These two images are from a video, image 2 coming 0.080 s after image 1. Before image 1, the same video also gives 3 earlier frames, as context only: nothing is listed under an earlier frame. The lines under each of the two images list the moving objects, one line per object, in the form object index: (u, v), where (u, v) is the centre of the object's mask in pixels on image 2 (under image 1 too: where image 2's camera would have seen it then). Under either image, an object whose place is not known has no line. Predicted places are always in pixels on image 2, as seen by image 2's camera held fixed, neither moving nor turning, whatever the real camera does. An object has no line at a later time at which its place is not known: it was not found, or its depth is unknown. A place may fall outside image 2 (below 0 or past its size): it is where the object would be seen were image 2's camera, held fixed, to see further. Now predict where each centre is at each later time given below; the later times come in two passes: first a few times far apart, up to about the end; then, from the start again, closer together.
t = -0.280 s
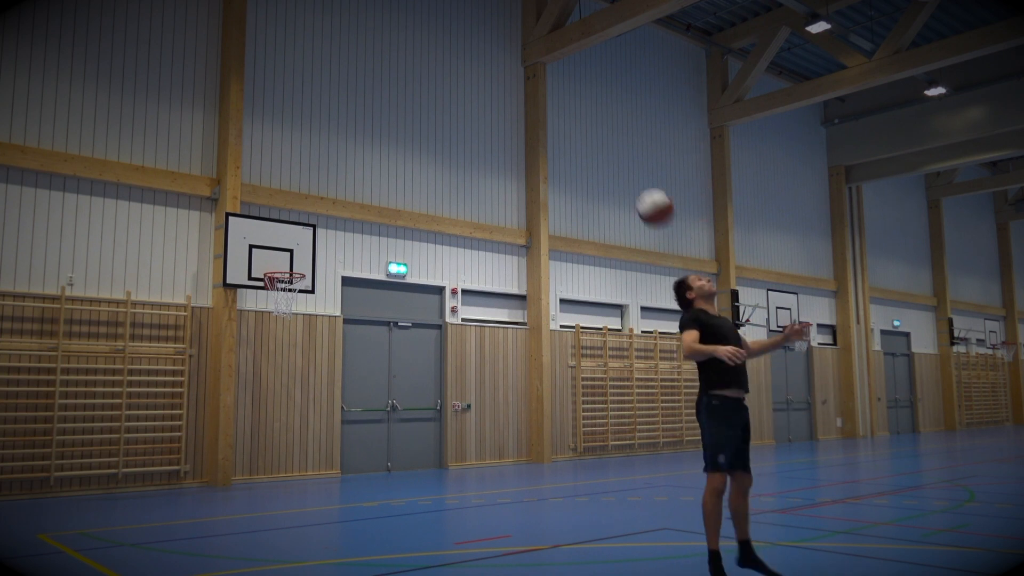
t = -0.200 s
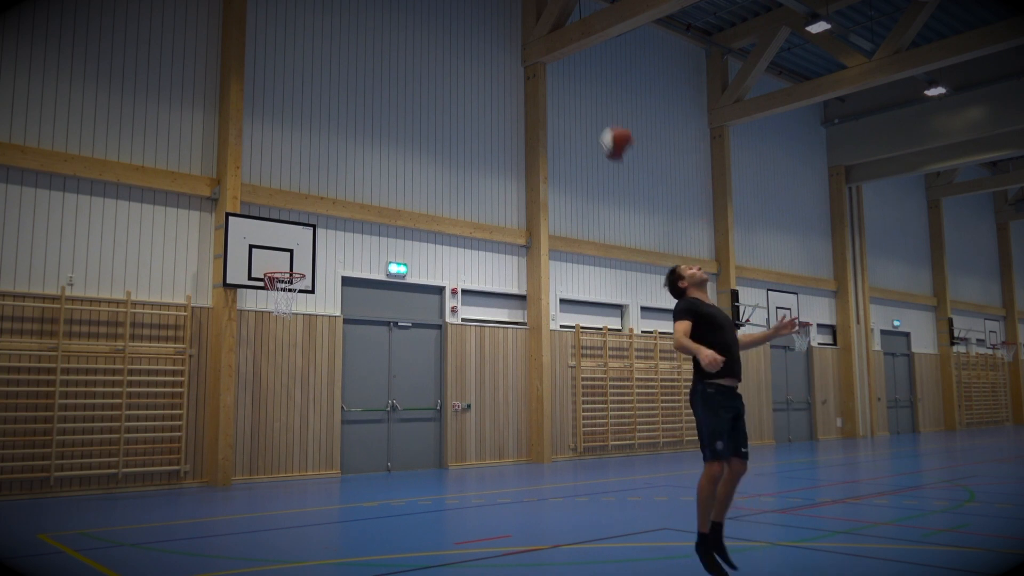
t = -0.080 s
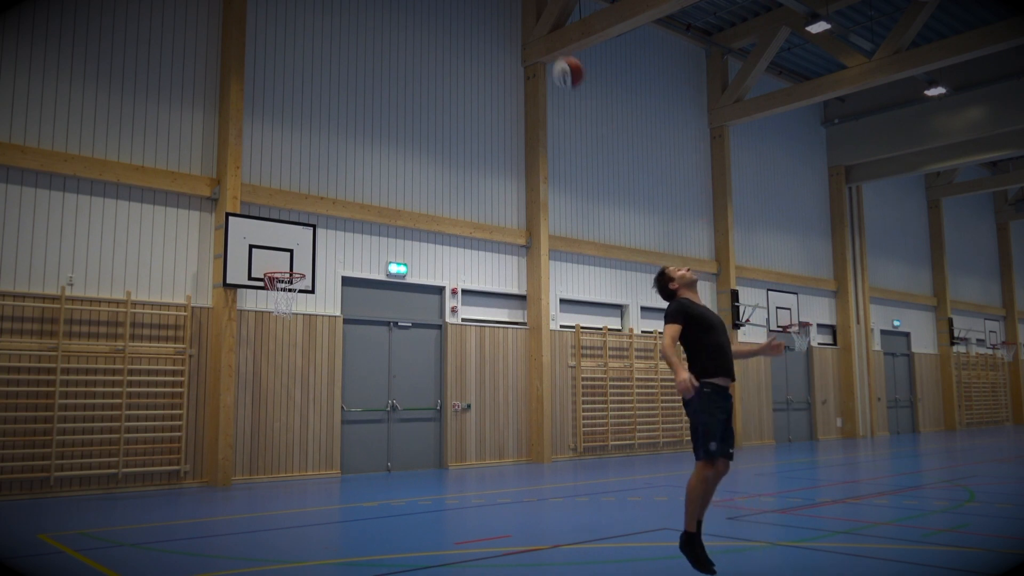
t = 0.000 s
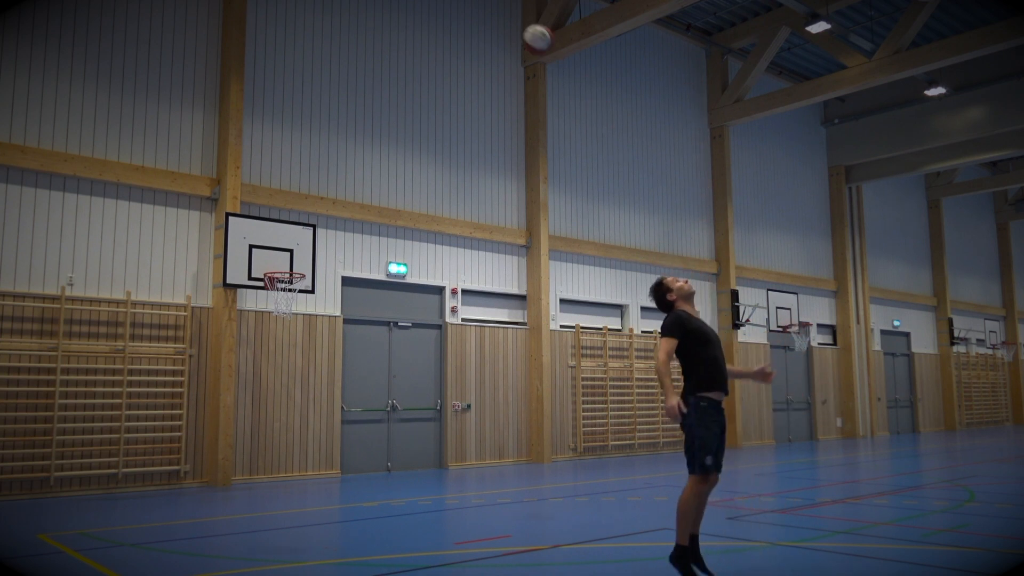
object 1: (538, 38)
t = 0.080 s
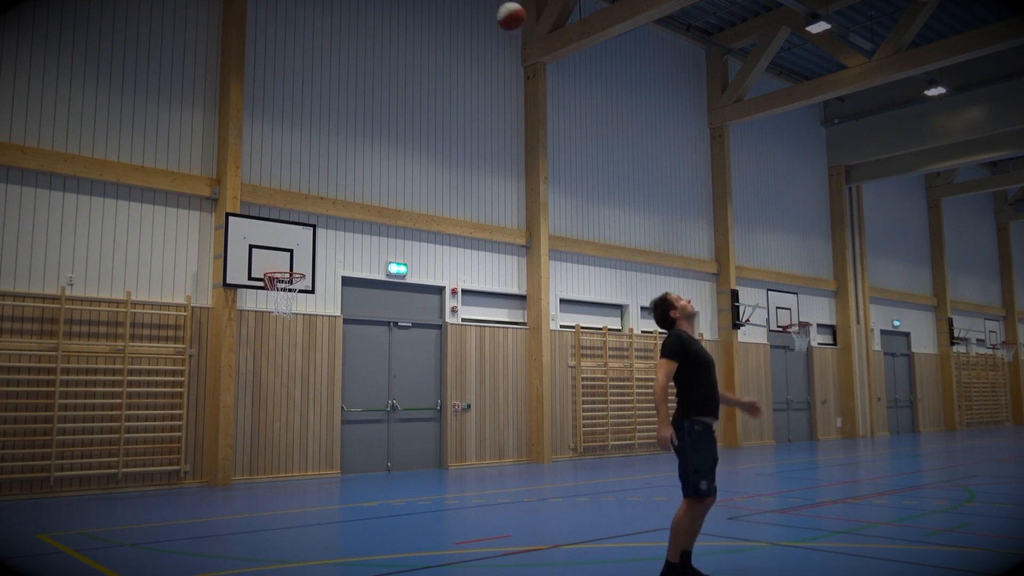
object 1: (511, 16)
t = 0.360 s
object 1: (434, 5)
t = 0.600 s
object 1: (381, 43)
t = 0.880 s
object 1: (328, 146)
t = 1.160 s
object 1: (285, 294)
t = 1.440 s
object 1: (264, 332)
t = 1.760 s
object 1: (240, 447)
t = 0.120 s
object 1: (499, 11)
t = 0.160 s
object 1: (488, 8)
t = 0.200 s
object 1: (476, 6)
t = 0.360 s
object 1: (434, 5)
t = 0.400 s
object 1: (424, 7)
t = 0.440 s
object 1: (415, 10)
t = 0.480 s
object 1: (406, 14)
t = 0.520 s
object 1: (397, 23)
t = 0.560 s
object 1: (389, 33)
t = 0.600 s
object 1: (381, 43)
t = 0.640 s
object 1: (373, 54)
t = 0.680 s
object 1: (365, 67)
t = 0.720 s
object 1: (357, 81)
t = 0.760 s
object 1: (349, 96)
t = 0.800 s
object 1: (342, 111)
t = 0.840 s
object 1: (335, 128)
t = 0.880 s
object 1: (328, 146)
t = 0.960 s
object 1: (316, 184)
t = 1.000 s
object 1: (309, 205)
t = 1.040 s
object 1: (302, 227)
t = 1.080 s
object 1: (296, 249)
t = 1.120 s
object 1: (292, 271)
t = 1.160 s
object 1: (285, 294)
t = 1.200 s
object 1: (280, 299)
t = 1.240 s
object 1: (277, 302)
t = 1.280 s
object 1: (275, 306)
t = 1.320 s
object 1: (273, 311)
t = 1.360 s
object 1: (270, 317)
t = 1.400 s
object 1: (267, 324)
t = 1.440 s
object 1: (264, 332)
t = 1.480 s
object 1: (262, 342)
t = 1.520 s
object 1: (259, 353)
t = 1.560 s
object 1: (255, 366)
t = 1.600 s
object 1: (253, 380)
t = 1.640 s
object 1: (250, 394)
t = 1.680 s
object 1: (247, 411)
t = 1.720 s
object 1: (244, 428)
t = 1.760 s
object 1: (240, 447)
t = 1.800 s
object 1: (238, 468)
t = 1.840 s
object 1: (235, 484)
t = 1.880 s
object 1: (234, 468)
